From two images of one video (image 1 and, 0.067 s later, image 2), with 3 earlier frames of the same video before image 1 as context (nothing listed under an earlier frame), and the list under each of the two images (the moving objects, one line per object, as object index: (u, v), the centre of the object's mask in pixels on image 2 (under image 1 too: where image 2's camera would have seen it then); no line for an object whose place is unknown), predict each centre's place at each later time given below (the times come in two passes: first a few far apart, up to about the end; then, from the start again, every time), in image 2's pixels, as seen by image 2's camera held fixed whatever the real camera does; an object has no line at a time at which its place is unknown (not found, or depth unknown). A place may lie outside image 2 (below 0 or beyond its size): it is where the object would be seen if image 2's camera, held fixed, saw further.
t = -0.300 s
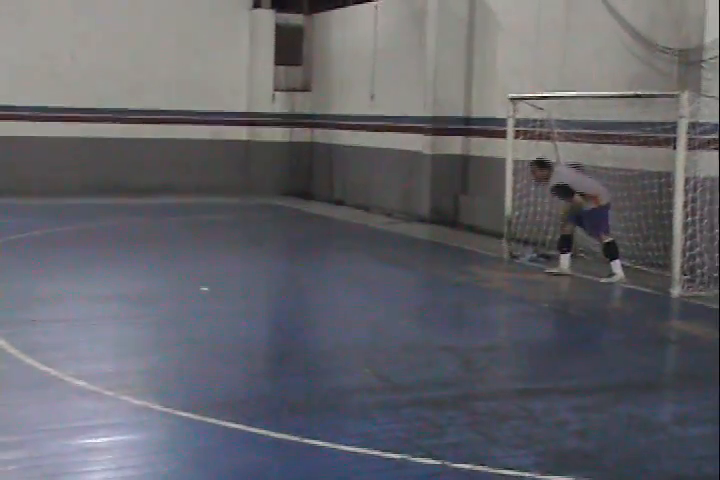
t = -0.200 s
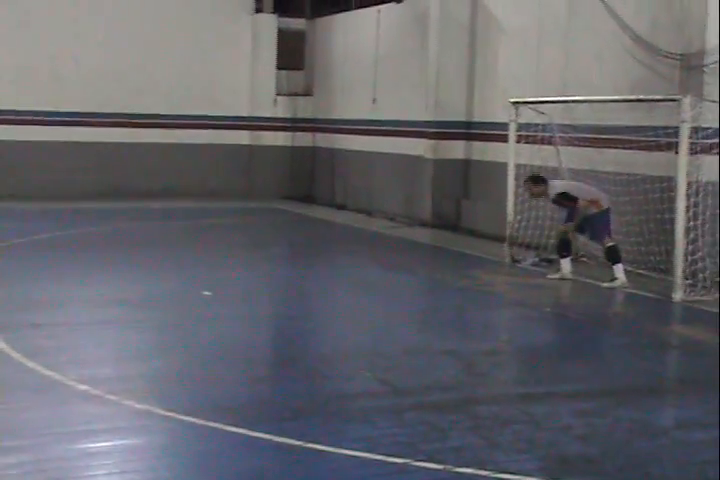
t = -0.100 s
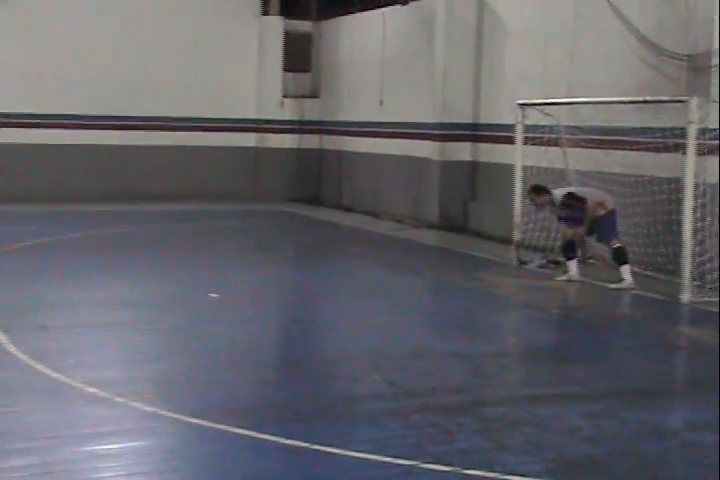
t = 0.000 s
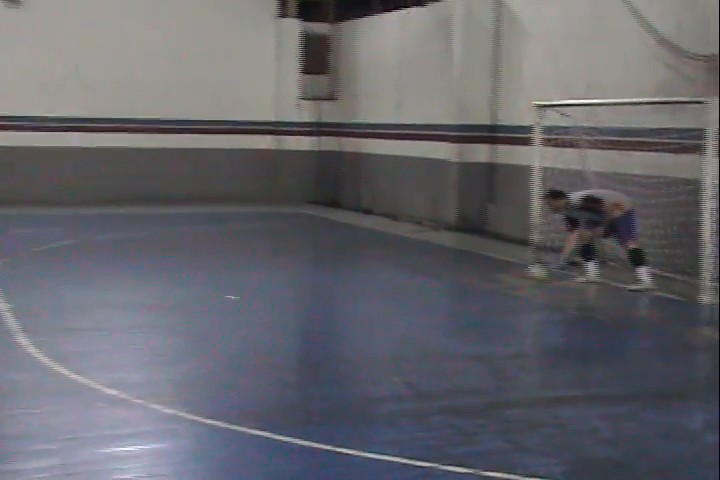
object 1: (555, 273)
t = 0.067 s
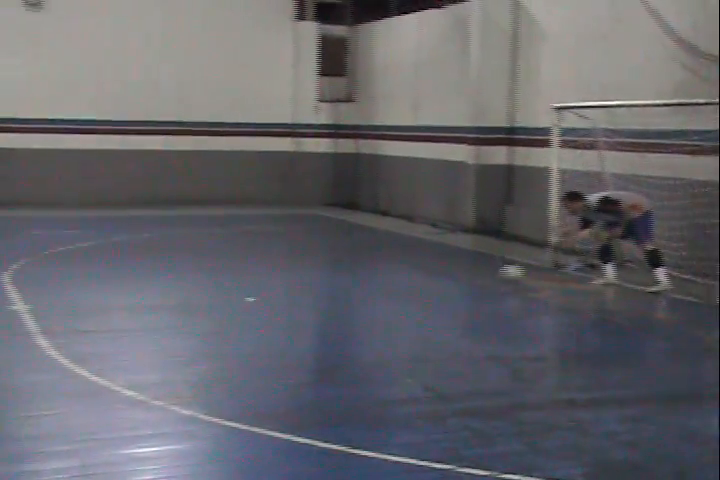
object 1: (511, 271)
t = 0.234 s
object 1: (401, 280)
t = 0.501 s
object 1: (230, 288)
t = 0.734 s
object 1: (71, 293)
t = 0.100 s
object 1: (490, 272)
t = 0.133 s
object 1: (467, 273)
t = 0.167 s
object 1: (446, 276)
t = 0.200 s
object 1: (423, 280)
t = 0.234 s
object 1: (401, 280)
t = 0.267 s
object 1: (379, 280)
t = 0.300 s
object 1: (357, 282)
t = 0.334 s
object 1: (337, 283)
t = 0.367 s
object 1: (316, 284)
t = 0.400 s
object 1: (296, 285)
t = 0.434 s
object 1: (273, 286)
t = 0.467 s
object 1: (252, 287)
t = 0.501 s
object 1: (230, 288)
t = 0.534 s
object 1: (208, 290)
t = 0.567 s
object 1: (184, 291)
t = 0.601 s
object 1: (162, 291)
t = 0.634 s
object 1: (140, 292)
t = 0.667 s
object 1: (115, 293)
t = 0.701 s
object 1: (94, 293)
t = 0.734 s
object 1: (71, 293)
